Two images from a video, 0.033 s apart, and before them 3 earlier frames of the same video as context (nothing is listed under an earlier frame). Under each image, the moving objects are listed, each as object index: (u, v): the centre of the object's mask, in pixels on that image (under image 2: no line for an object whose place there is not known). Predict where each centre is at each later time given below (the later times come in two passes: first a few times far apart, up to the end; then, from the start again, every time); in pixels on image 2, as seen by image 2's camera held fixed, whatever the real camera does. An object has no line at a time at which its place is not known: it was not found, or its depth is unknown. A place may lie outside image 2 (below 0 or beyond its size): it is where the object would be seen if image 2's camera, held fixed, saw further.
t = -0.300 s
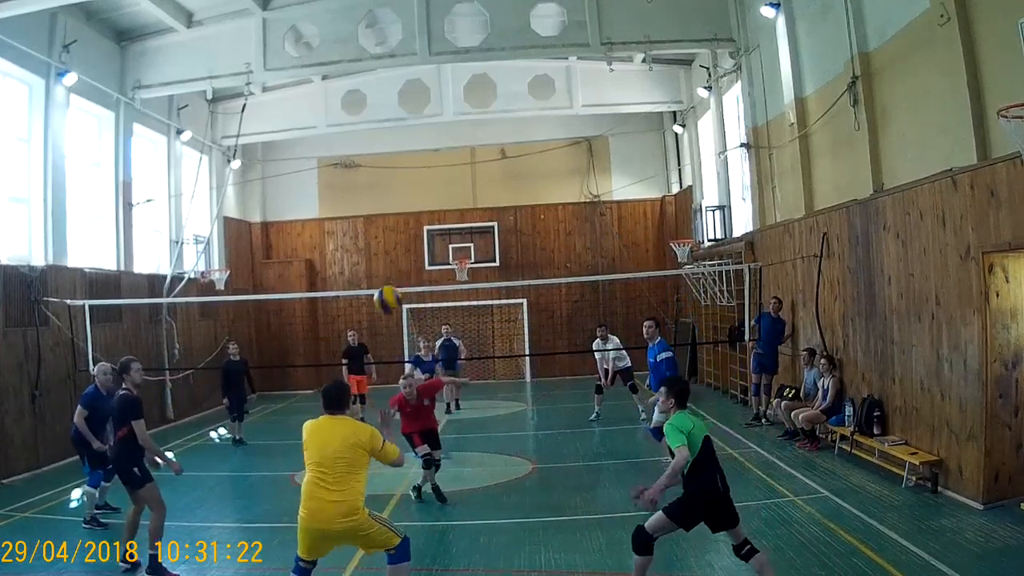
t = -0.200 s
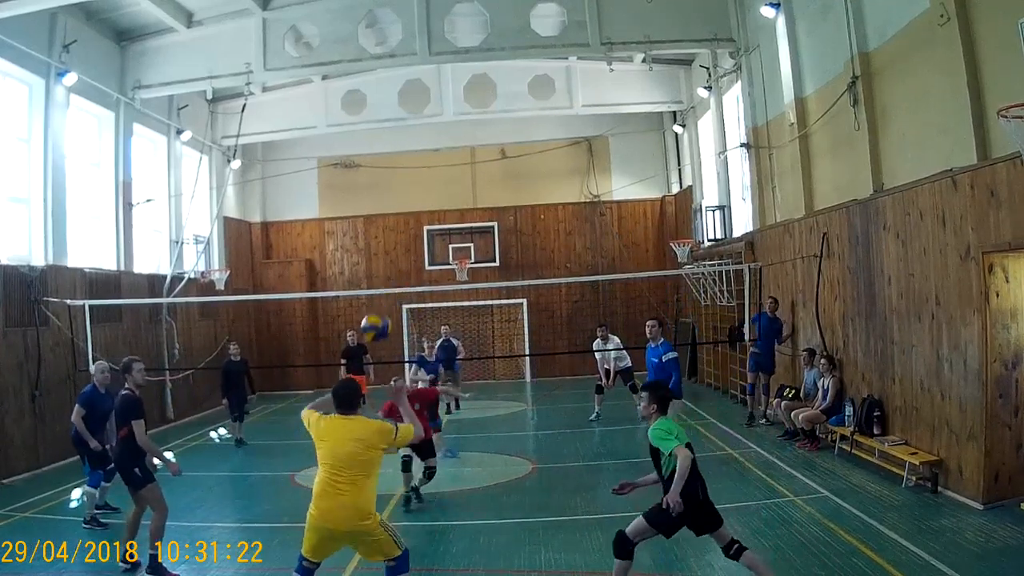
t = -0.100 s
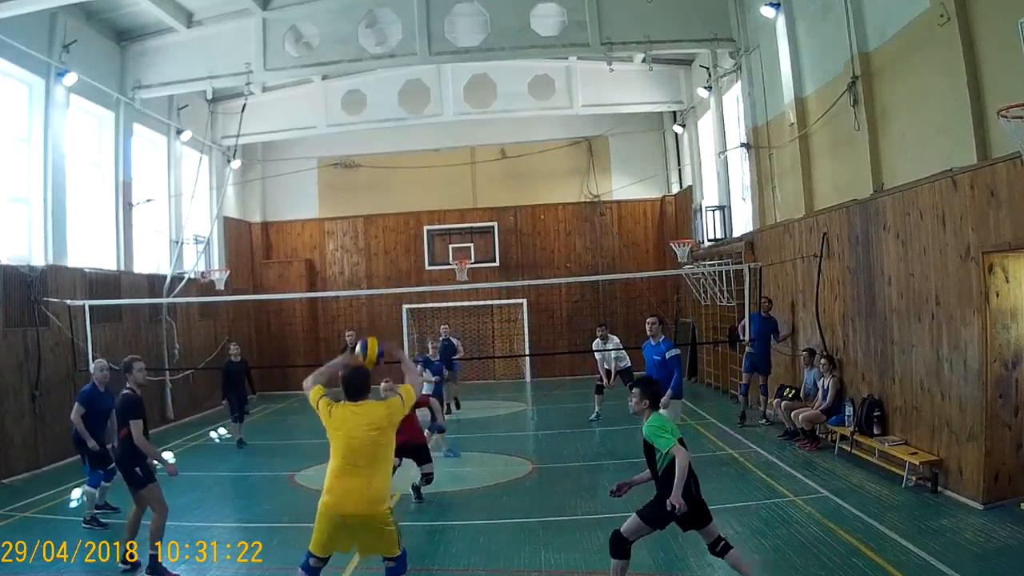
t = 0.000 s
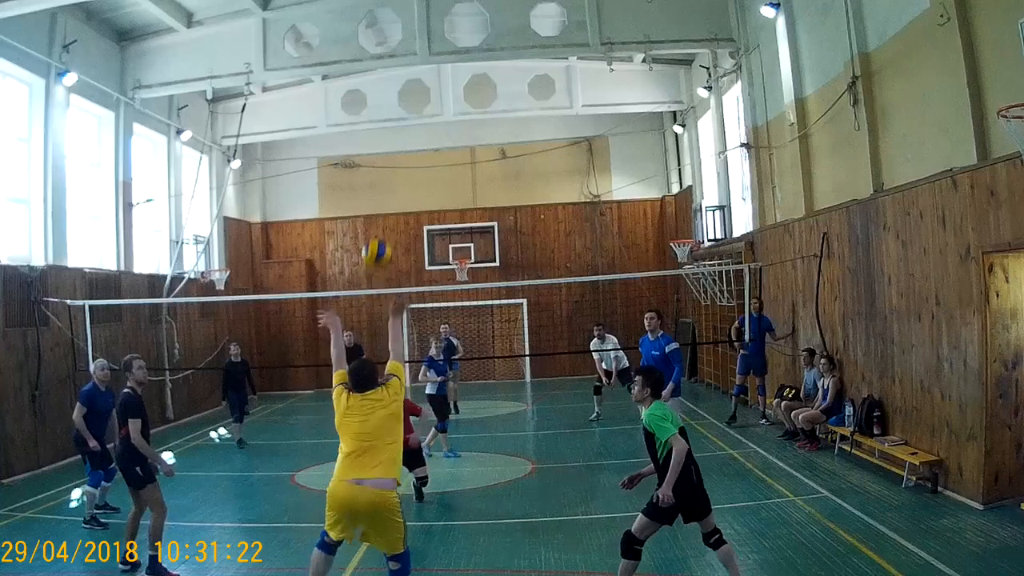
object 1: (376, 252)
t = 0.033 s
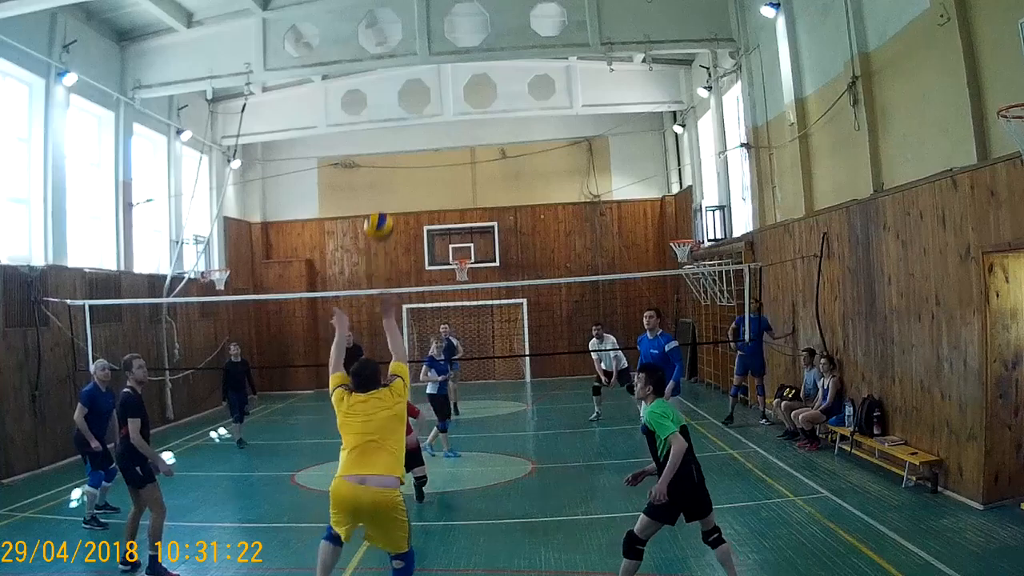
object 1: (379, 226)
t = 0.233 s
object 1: (392, 115)
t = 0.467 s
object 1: (405, 72)
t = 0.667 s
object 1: (415, 84)
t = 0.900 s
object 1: (427, 140)
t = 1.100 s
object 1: (437, 215)
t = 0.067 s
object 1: (380, 201)
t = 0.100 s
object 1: (382, 179)
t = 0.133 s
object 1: (384, 159)
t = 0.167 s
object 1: (387, 143)
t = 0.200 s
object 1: (389, 128)
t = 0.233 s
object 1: (392, 115)
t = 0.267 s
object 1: (394, 104)
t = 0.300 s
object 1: (396, 95)
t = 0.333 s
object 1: (398, 88)
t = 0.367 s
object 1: (400, 82)
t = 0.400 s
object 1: (402, 77)
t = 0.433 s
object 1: (403, 74)
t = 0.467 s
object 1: (405, 72)
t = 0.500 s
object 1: (407, 71)
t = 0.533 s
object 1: (408, 72)
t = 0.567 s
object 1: (410, 73)
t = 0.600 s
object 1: (412, 76)
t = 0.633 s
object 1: (413, 79)
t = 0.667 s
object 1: (415, 84)
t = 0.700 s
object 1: (417, 89)
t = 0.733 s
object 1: (418, 95)
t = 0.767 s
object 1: (420, 103)
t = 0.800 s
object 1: (422, 111)
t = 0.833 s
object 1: (423, 120)
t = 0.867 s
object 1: (425, 130)
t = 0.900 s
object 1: (427, 140)
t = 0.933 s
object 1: (429, 151)
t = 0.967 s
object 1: (430, 163)
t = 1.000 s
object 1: (432, 175)
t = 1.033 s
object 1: (434, 188)
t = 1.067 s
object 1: (435, 201)
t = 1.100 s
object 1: (437, 215)
